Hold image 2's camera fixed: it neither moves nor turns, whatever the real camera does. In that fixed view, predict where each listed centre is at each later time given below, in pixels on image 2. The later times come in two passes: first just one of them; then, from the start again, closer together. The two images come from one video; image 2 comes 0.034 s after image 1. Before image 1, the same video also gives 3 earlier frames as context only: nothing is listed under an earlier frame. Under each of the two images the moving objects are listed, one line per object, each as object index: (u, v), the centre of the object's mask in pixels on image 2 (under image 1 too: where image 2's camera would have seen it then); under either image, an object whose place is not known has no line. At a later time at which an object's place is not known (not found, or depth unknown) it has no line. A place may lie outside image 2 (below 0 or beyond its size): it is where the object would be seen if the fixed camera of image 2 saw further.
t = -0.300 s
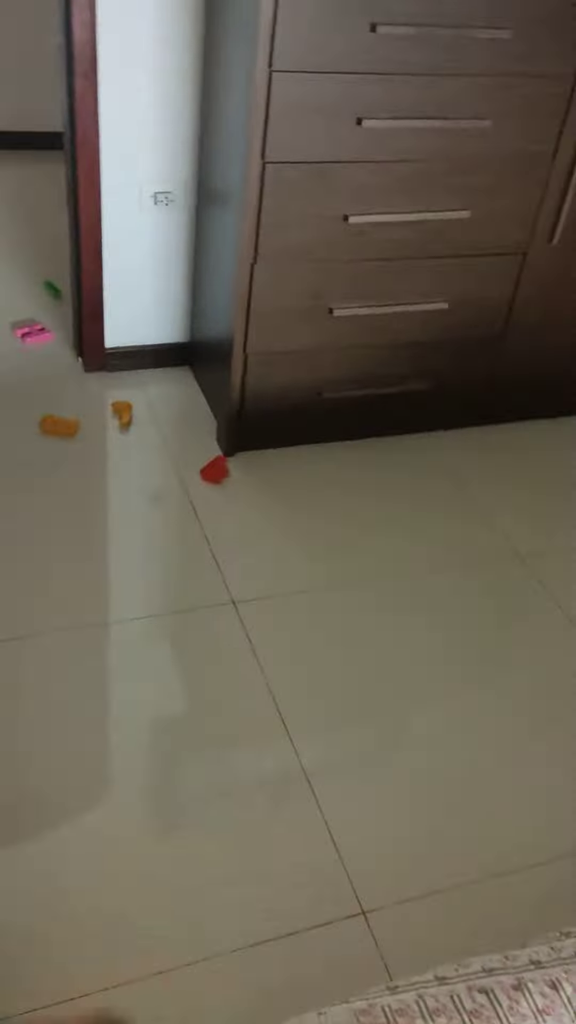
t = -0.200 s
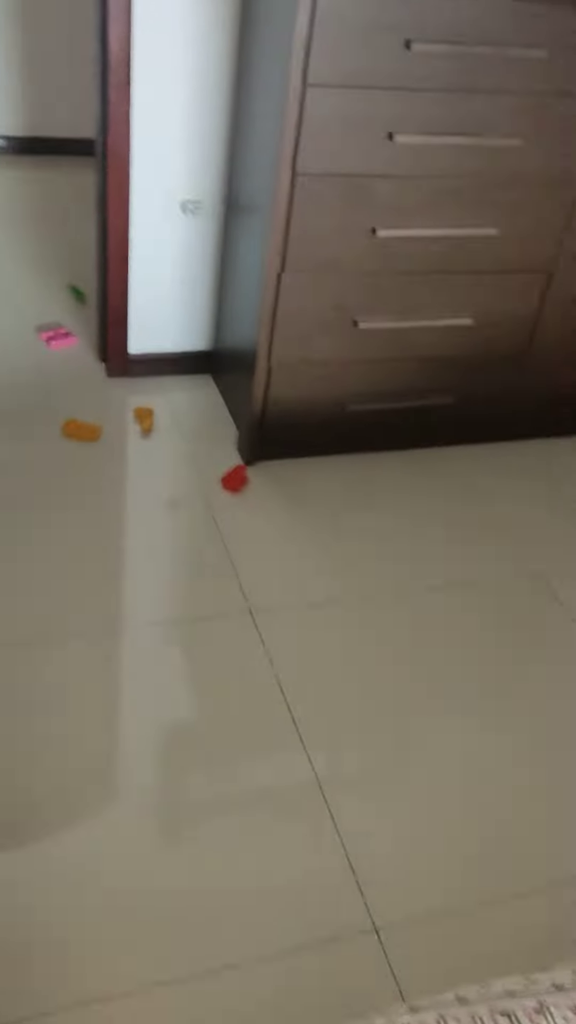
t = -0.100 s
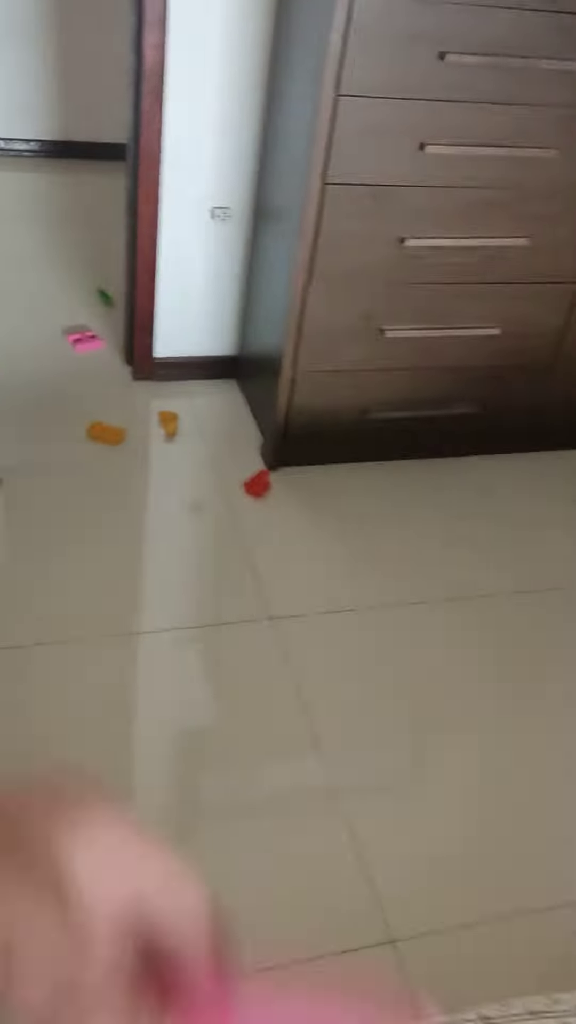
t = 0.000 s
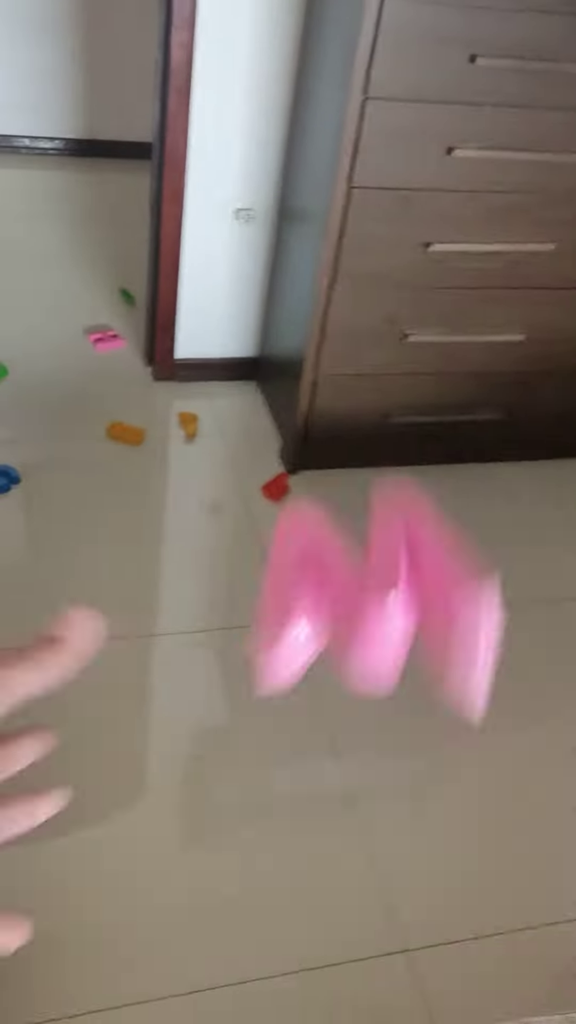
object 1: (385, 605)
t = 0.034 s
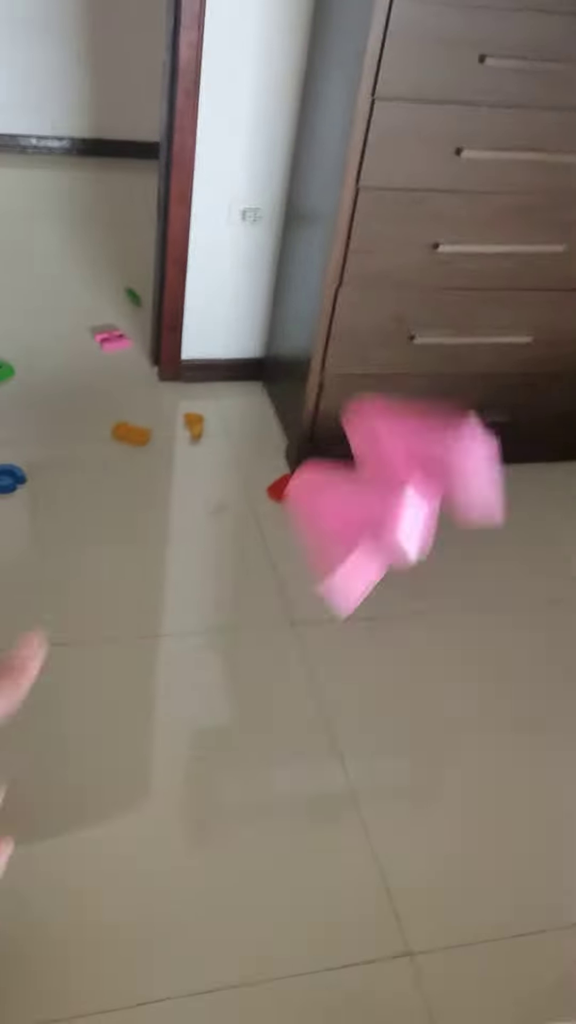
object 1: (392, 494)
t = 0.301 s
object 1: (298, 425)
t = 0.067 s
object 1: (384, 425)
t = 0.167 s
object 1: (339, 374)
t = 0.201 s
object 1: (327, 381)
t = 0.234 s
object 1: (318, 394)
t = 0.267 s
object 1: (310, 407)
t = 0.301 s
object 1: (298, 425)
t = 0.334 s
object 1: (284, 447)
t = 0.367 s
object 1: (270, 475)
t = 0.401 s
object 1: (259, 502)
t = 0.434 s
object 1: (248, 529)
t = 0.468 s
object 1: (239, 556)
